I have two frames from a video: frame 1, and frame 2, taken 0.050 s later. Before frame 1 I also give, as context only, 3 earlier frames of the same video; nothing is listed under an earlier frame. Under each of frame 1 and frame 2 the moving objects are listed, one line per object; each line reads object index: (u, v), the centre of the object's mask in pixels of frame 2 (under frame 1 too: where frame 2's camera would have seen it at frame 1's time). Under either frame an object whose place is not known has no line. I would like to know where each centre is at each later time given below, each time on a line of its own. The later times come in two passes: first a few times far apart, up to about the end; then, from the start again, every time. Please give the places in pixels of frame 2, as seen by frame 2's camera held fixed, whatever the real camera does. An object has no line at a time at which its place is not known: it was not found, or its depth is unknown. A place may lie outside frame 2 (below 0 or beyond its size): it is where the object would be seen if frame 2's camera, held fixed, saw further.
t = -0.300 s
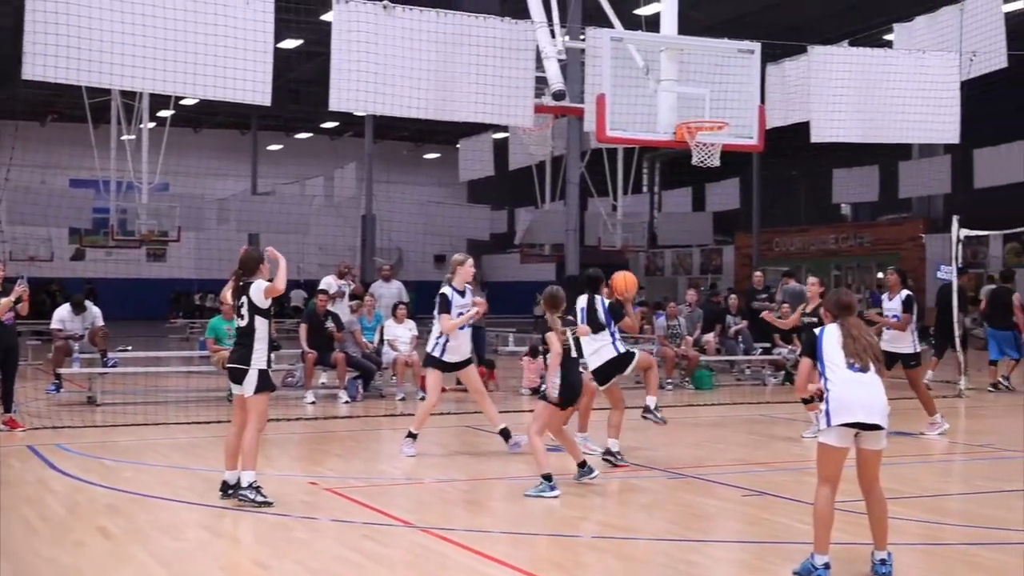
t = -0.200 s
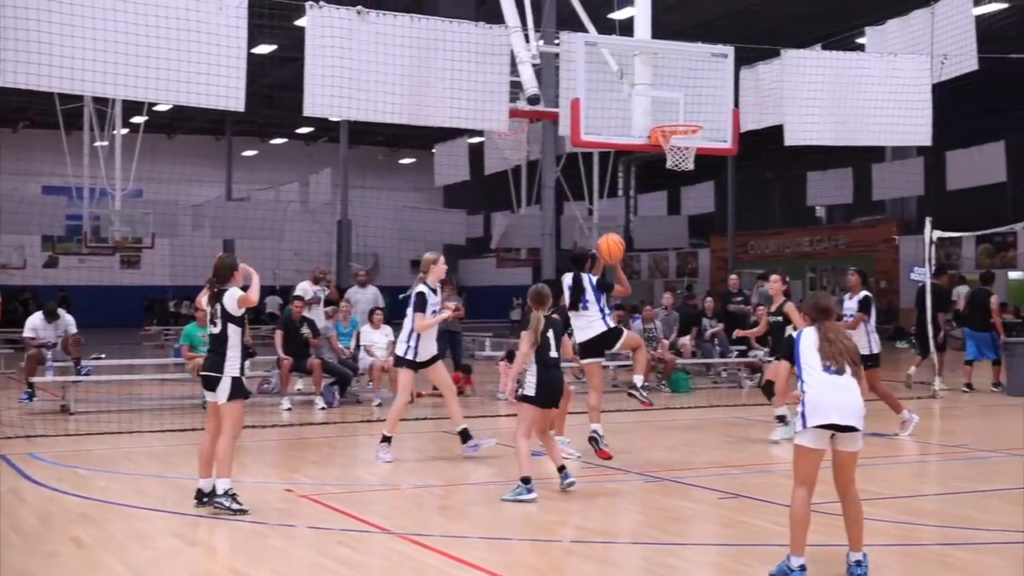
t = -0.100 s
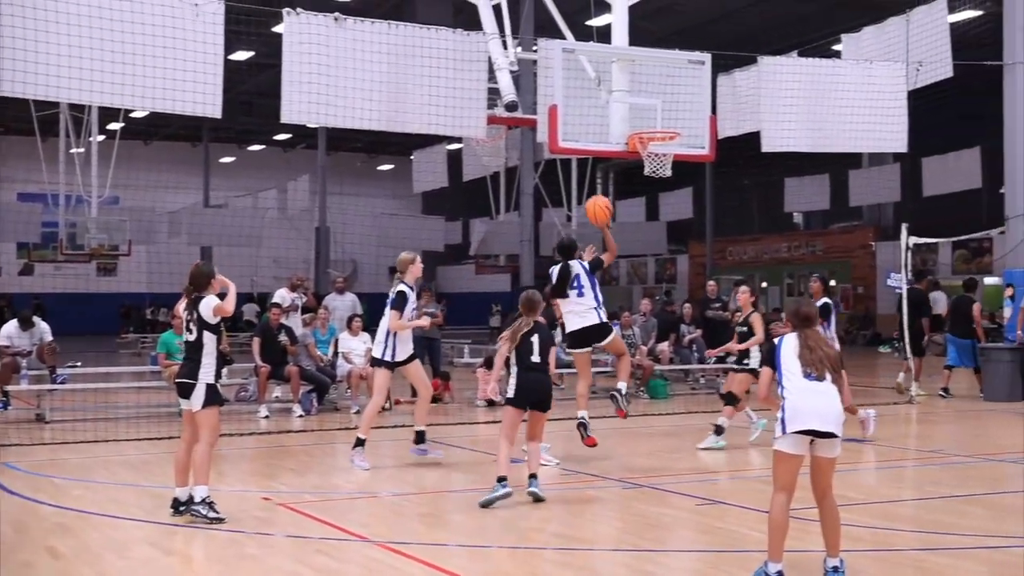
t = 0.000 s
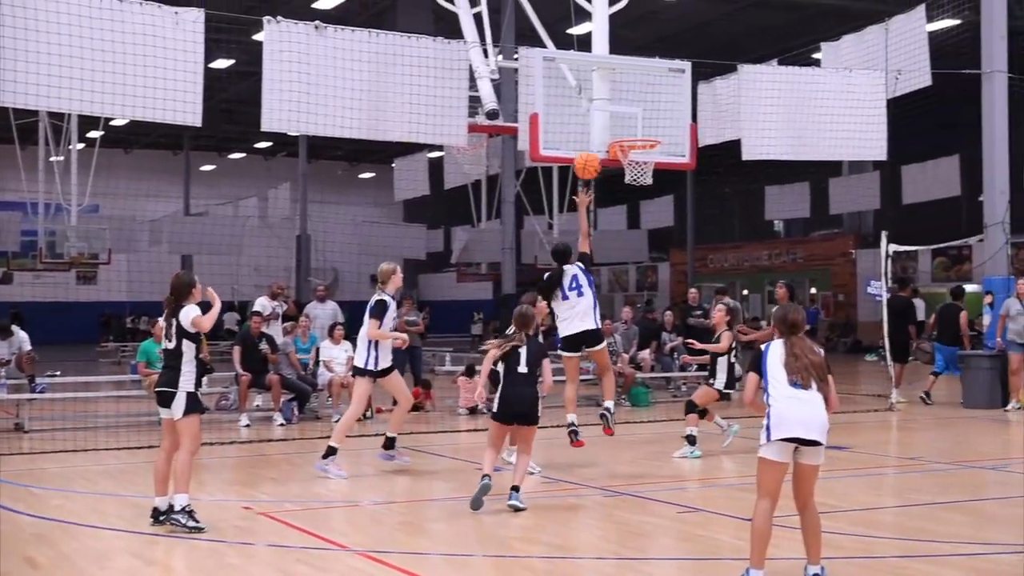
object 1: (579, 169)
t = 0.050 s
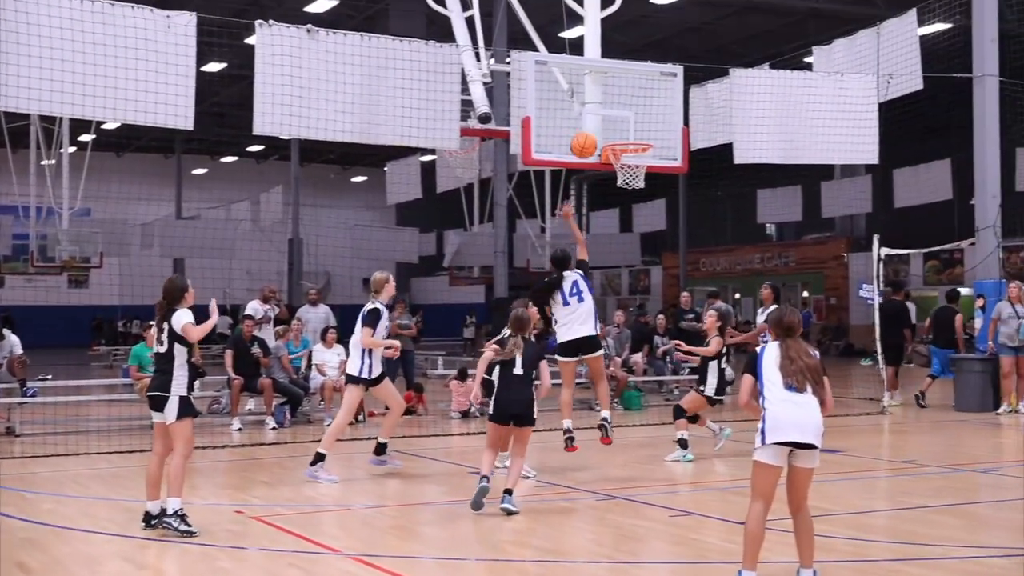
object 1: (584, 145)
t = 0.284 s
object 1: (601, 79)
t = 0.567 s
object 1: (621, 81)
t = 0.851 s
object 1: (638, 125)
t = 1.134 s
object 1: (642, 133)
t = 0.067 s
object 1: (585, 138)
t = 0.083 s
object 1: (586, 131)
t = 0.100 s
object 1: (587, 125)
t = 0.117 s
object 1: (589, 119)
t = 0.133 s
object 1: (590, 113)
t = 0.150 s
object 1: (592, 108)
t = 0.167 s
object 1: (593, 103)
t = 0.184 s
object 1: (594, 99)
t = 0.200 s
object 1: (595, 95)
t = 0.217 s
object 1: (596, 91)
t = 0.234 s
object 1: (598, 87)
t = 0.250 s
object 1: (599, 84)
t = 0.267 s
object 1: (600, 81)
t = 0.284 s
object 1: (601, 79)
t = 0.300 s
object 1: (602, 76)
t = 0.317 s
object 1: (604, 74)
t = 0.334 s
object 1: (605, 73)
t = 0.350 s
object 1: (606, 71)
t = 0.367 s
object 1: (607, 70)
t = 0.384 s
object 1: (608, 69)
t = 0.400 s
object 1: (609, 69)
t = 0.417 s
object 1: (611, 69)
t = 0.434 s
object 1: (612, 69)
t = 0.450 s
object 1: (613, 70)
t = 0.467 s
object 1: (614, 70)
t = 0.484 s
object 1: (615, 71)
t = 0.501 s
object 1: (616, 72)
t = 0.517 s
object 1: (617, 74)
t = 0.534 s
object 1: (619, 76)
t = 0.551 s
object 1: (620, 79)
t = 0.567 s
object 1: (621, 81)
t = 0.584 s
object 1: (622, 84)
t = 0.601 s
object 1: (623, 87)
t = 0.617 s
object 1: (624, 90)
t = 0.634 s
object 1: (626, 94)
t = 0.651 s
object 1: (627, 97)
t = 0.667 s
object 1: (628, 101)
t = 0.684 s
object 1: (629, 106)
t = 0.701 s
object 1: (630, 110)
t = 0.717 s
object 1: (631, 115)
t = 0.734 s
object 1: (632, 121)
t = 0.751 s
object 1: (633, 126)
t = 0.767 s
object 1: (634, 131)
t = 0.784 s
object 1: (635, 131)
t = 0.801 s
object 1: (635, 130)
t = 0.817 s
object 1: (636, 128)
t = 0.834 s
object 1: (637, 127)
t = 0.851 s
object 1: (638, 125)
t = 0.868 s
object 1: (639, 124)
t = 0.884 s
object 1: (639, 124)
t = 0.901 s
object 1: (639, 124)
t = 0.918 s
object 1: (640, 124)
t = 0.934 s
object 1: (640, 124)
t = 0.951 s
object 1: (641, 125)
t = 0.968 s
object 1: (642, 126)
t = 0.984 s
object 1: (642, 127)
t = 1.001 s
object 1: (643, 128)
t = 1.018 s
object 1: (644, 130)
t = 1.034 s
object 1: (644, 131)
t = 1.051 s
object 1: (645, 133)
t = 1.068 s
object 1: (646, 135)
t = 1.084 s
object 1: (645, 135)
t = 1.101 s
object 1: (644, 134)
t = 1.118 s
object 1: (642, 133)
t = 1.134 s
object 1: (642, 133)
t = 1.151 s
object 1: (640, 132)
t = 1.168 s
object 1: (639, 132)
